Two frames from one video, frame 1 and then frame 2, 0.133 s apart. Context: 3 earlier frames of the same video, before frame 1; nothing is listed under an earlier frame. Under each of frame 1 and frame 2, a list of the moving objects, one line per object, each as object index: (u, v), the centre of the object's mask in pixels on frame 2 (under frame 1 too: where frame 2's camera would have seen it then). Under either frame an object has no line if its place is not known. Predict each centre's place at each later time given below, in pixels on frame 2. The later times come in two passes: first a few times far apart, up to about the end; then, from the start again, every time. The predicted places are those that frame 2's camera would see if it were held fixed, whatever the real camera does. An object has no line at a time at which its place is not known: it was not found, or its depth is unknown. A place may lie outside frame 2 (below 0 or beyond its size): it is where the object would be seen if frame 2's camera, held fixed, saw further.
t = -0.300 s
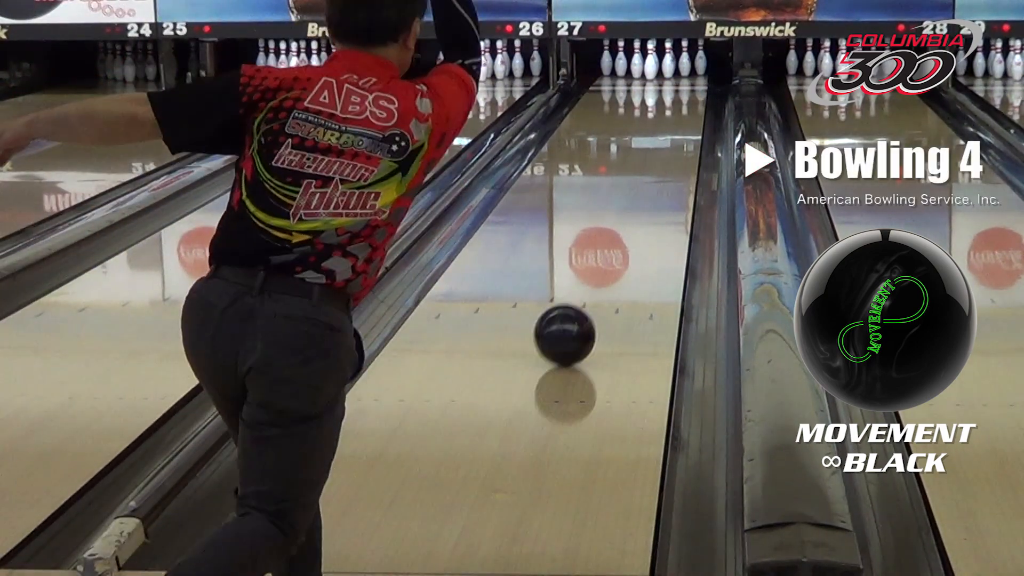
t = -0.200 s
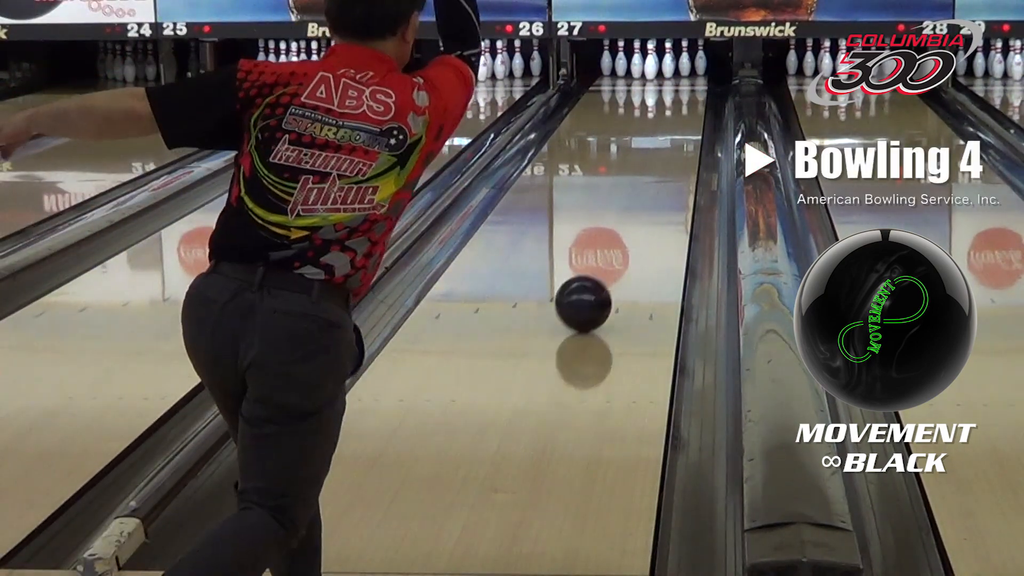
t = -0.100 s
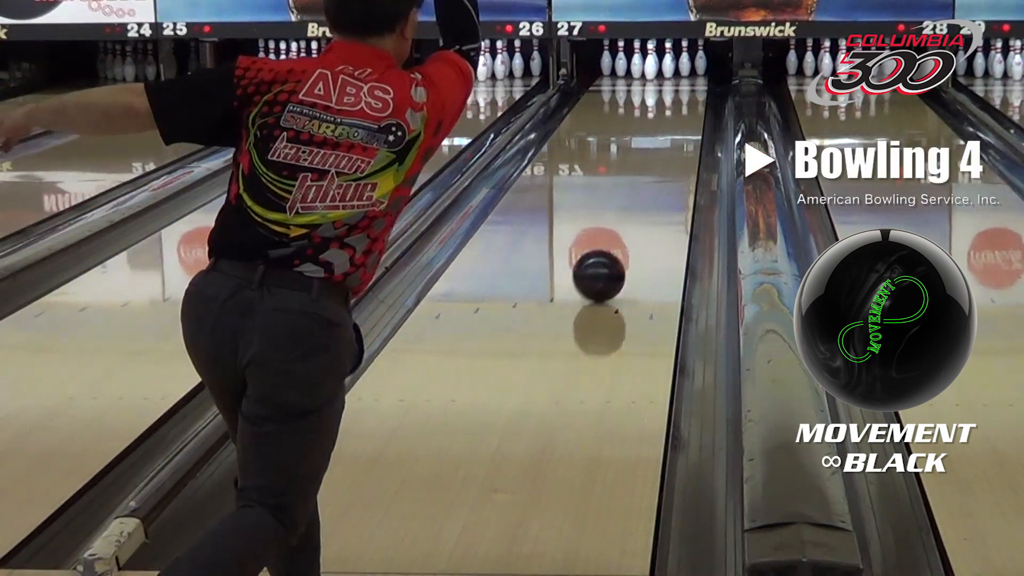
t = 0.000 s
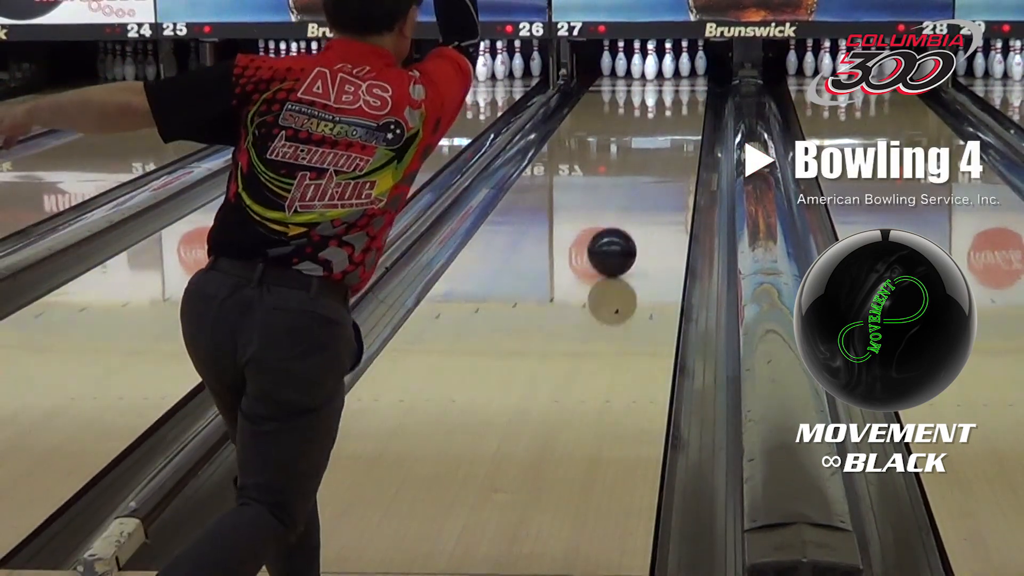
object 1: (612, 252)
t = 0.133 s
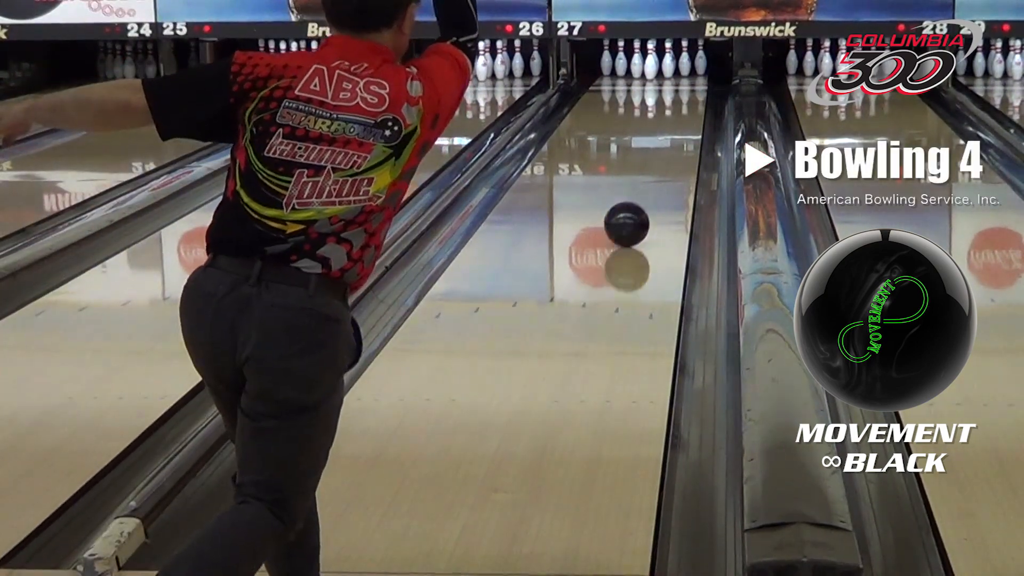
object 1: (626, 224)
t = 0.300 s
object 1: (641, 196)
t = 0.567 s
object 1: (659, 160)
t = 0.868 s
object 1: (670, 130)
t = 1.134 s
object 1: (675, 108)
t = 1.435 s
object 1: (674, 90)
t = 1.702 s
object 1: (668, 77)
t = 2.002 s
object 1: (661, 68)
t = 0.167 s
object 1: (630, 218)
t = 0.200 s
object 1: (633, 212)
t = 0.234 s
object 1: (636, 207)
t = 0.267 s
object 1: (639, 201)
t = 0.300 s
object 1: (641, 196)
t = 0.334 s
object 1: (644, 191)
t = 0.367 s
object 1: (646, 186)
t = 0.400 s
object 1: (649, 181)
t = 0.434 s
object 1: (651, 177)
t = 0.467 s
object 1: (653, 173)
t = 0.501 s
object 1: (655, 168)
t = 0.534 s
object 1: (657, 164)
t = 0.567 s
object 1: (659, 160)
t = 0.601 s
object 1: (660, 156)
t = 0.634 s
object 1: (662, 153)
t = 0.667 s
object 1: (663, 149)
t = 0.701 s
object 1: (665, 146)
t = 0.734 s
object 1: (666, 142)
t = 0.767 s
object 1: (667, 139)
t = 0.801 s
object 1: (668, 136)
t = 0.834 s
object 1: (669, 133)
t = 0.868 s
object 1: (670, 130)
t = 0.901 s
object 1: (671, 127)
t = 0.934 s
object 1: (672, 124)
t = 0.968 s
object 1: (673, 121)
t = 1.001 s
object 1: (673, 119)
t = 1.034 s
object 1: (674, 116)
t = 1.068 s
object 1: (674, 113)
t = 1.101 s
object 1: (675, 111)
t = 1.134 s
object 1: (675, 108)
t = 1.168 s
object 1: (675, 106)
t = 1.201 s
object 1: (675, 104)
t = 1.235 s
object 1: (675, 102)
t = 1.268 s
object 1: (675, 100)
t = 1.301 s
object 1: (675, 98)
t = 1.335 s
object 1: (675, 96)
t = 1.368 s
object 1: (675, 94)
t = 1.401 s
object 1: (674, 92)
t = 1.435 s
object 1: (674, 90)
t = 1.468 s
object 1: (674, 89)
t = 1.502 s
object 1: (673, 87)
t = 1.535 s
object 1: (672, 86)
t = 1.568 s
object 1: (672, 85)
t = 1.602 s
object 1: (671, 82)
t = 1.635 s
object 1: (669, 81)
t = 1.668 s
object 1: (668, 79)
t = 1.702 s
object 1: (668, 77)
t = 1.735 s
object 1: (666, 76)
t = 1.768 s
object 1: (665, 75)
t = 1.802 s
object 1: (663, 73)
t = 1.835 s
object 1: (662, 72)
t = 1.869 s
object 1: (661, 71)
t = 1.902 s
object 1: (660, 70)
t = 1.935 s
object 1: (662, 69)
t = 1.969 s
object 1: (662, 68)
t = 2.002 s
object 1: (661, 68)
